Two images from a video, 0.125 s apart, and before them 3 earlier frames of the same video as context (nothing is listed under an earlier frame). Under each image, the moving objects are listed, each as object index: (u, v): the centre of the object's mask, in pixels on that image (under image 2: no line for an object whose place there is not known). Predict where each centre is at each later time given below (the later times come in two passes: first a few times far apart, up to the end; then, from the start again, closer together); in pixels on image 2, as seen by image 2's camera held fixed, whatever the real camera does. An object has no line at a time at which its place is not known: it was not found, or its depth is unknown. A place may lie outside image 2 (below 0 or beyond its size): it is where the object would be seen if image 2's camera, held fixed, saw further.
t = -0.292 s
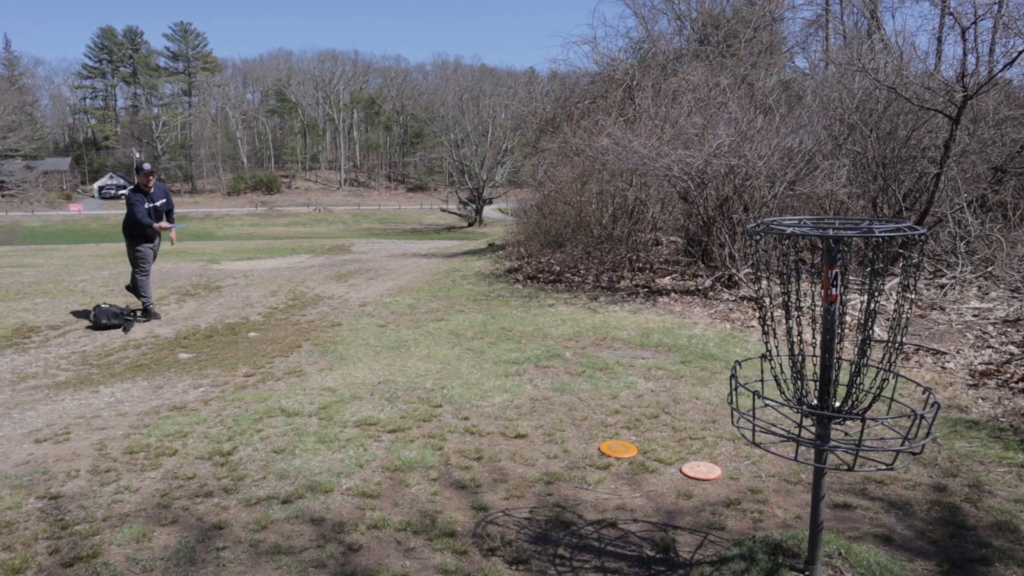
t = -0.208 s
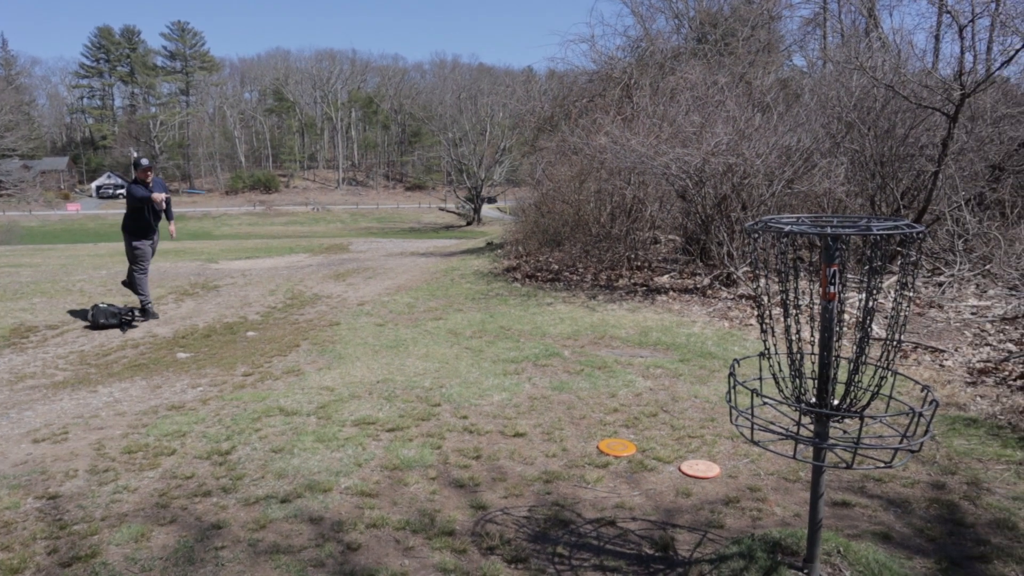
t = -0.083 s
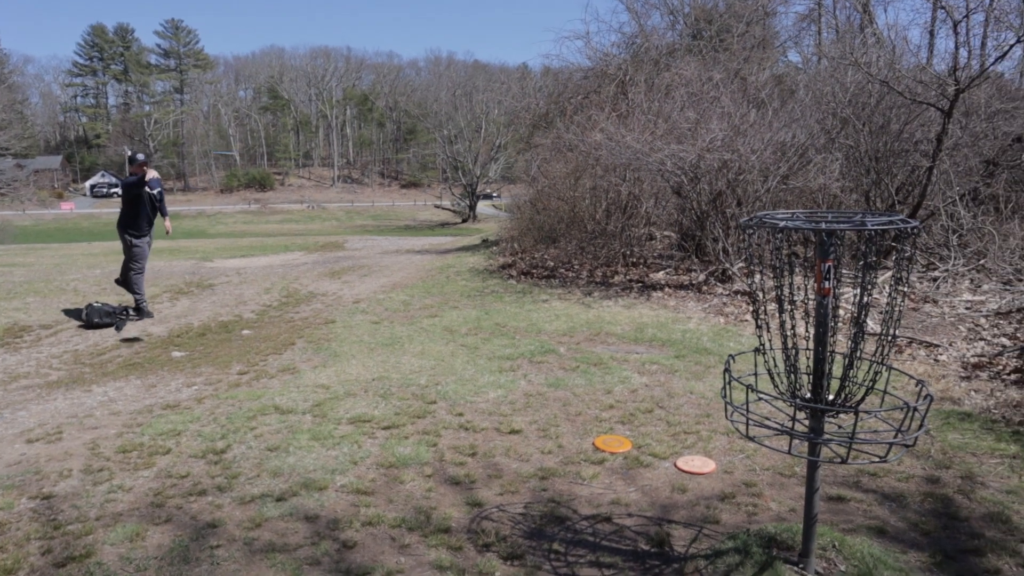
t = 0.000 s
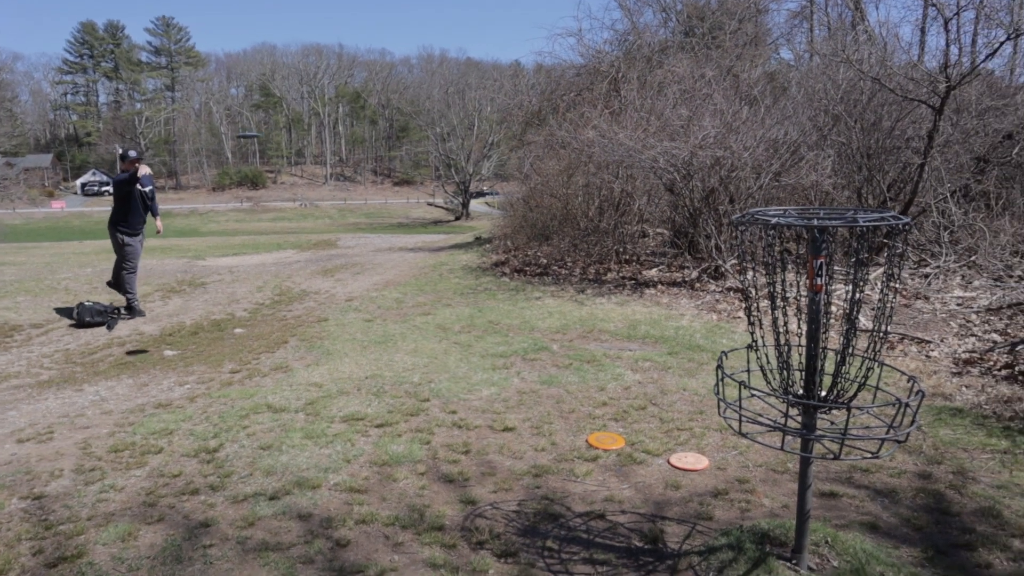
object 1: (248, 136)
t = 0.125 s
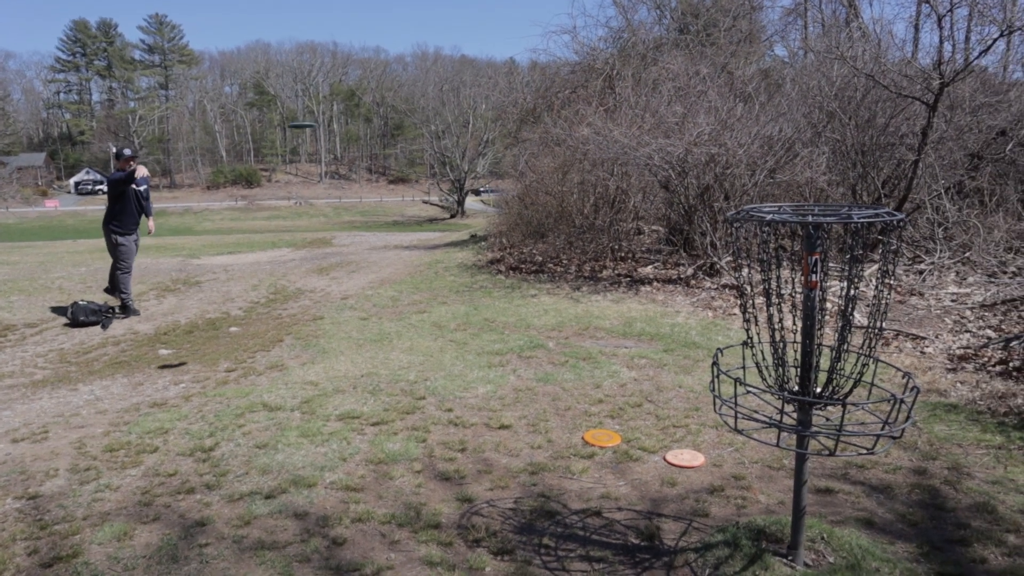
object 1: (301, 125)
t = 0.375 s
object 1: (497, 168)
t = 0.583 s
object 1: (767, 274)
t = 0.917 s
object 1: (724, 310)
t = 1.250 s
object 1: (683, 475)
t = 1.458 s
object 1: (677, 458)
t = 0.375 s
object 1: (497, 168)
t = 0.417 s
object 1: (544, 185)
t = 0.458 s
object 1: (602, 207)
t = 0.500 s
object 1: (667, 232)
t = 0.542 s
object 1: (732, 257)
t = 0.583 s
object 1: (767, 274)
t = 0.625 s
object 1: (768, 289)
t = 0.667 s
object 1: (756, 304)
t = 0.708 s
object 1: (744, 320)
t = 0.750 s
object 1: (740, 311)
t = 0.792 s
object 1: (737, 304)
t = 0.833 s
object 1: (732, 302)
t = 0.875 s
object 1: (728, 304)
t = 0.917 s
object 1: (724, 310)
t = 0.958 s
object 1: (720, 321)
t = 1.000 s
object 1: (714, 335)
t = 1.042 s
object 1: (709, 352)
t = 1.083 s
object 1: (705, 374)
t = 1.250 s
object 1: (683, 475)
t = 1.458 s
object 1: (677, 458)
